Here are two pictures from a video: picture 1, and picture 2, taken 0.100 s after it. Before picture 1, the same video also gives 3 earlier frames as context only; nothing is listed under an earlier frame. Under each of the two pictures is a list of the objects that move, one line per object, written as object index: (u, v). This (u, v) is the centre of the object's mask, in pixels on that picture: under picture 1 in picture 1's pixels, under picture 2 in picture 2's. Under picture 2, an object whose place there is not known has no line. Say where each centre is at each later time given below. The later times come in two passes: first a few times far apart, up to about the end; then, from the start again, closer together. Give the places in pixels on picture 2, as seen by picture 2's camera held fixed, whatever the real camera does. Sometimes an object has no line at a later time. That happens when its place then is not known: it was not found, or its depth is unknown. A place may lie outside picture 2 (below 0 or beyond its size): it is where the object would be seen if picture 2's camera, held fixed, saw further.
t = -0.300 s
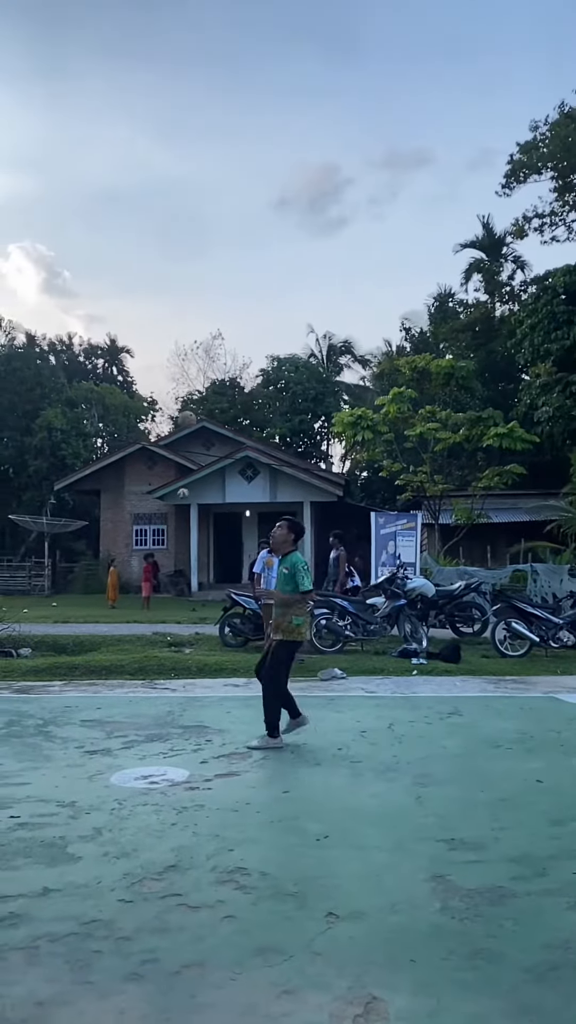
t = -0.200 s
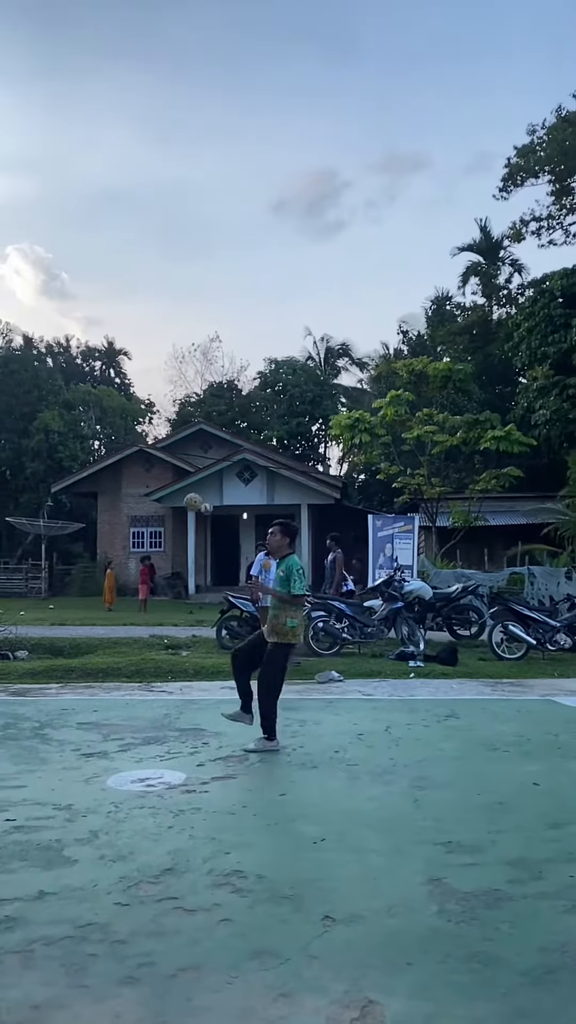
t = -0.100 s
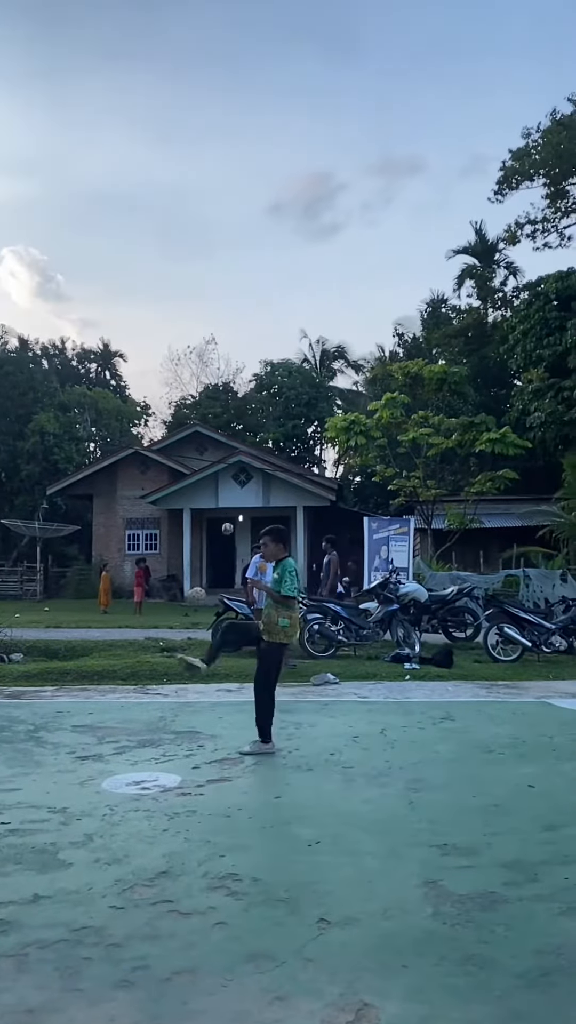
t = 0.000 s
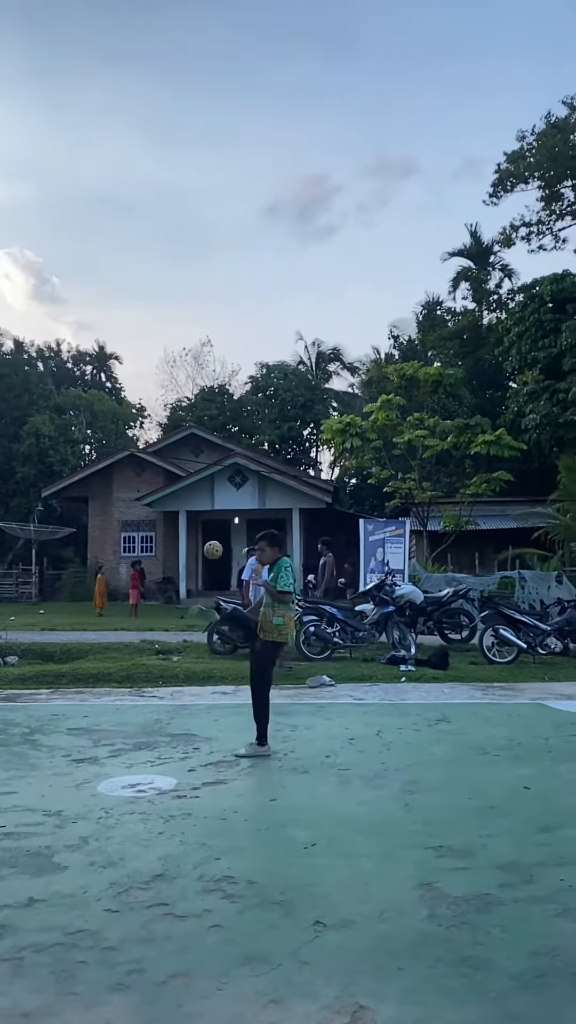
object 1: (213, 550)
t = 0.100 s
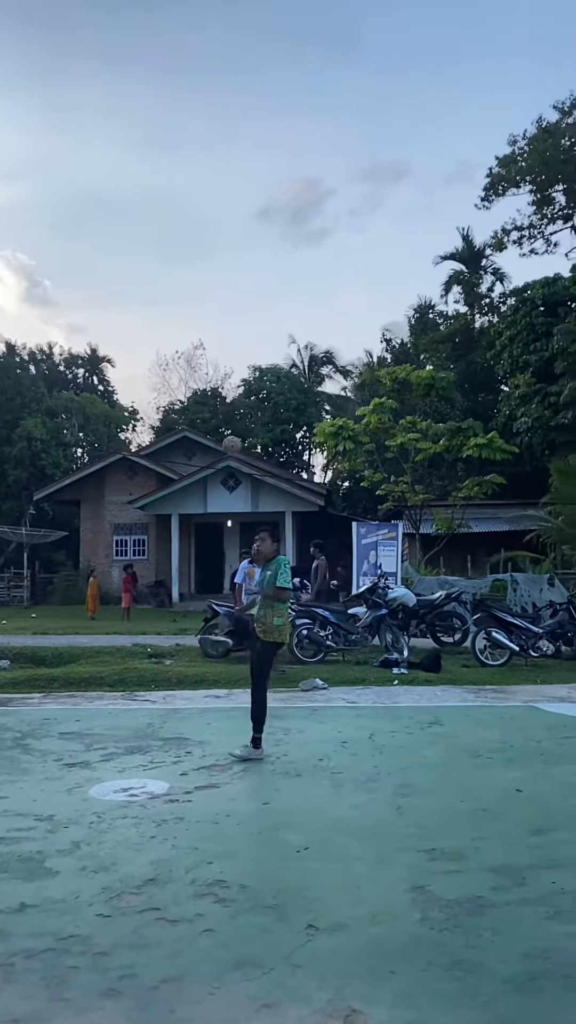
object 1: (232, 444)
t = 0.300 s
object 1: (283, 268)
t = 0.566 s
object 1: (351, 119)
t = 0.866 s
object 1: (427, 68)
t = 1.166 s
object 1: (511, 140)
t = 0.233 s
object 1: (265, 323)
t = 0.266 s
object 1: (275, 293)
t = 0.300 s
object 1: (283, 268)
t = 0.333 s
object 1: (292, 244)
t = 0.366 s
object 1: (301, 221)
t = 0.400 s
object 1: (309, 201)
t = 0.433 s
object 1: (318, 181)
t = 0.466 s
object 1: (326, 164)
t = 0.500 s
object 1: (335, 148)
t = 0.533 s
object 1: (343, 133)
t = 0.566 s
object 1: (351, 119)
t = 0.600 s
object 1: (359, 108)
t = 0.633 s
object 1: (367, 98)
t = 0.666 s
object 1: (376, 89)
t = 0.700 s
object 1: (385, 82)
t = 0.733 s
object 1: (393, 76)
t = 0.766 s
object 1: (401, 72)
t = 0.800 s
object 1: (410, 69)
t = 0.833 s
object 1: (419, 68)
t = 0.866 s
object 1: (427, 68)
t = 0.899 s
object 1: (436, 70)
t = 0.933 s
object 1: (445, 74)
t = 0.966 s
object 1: (455, 78)
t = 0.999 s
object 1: (464, 84)
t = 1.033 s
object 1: (474, 92)
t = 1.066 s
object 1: (484, 101)
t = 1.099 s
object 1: (493, 112)
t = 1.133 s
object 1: (502, 125)
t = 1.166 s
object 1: (511, 140)
